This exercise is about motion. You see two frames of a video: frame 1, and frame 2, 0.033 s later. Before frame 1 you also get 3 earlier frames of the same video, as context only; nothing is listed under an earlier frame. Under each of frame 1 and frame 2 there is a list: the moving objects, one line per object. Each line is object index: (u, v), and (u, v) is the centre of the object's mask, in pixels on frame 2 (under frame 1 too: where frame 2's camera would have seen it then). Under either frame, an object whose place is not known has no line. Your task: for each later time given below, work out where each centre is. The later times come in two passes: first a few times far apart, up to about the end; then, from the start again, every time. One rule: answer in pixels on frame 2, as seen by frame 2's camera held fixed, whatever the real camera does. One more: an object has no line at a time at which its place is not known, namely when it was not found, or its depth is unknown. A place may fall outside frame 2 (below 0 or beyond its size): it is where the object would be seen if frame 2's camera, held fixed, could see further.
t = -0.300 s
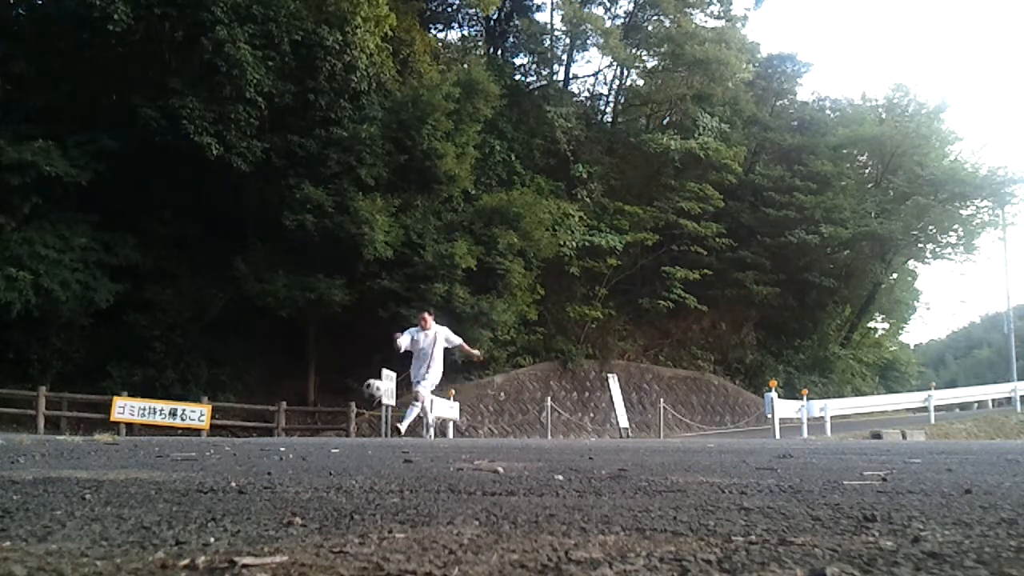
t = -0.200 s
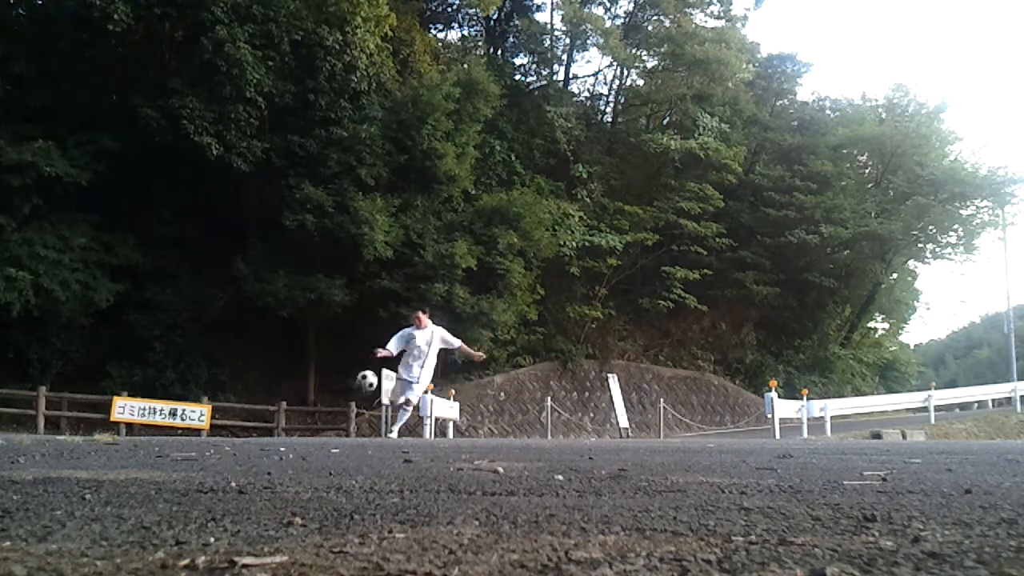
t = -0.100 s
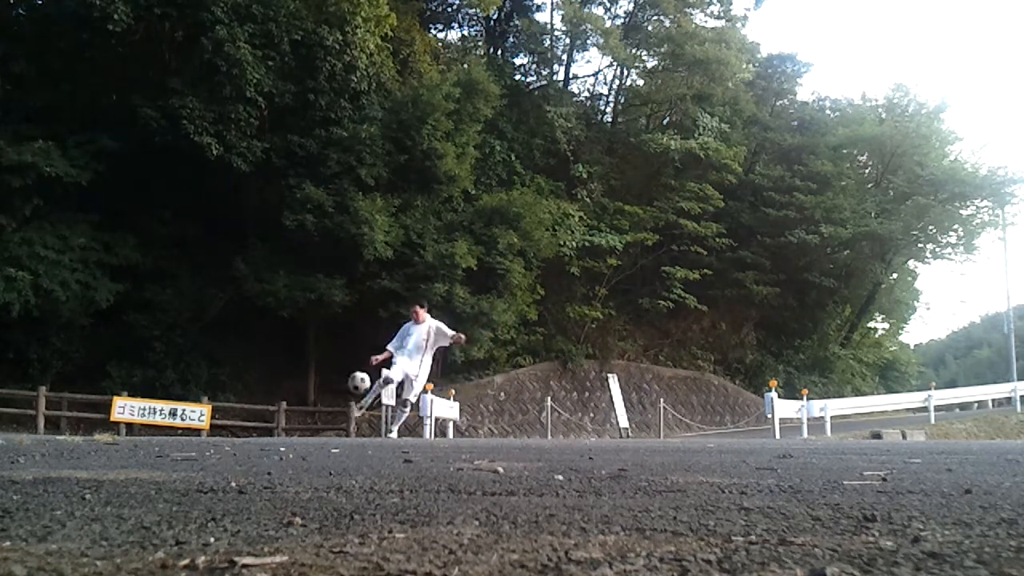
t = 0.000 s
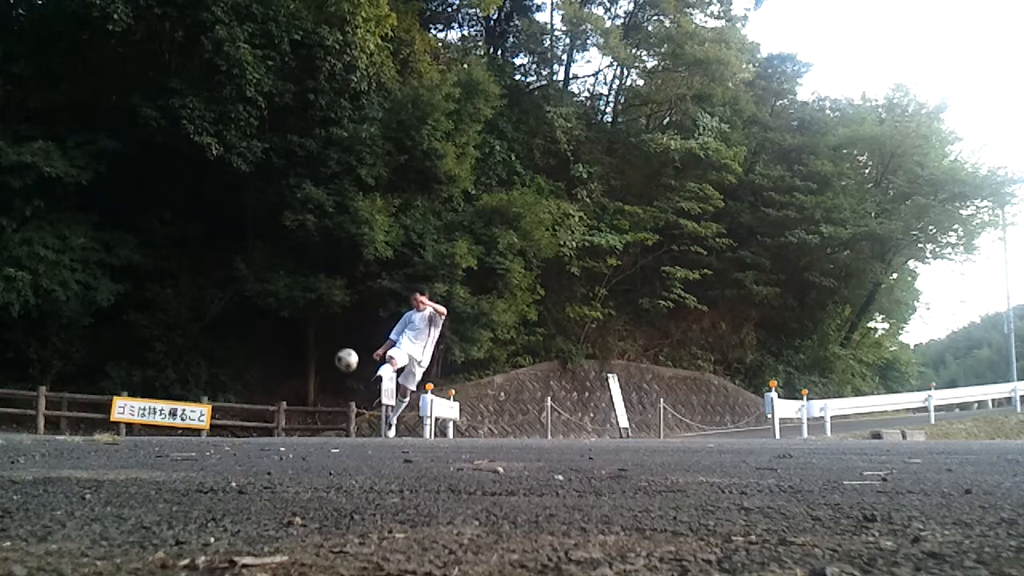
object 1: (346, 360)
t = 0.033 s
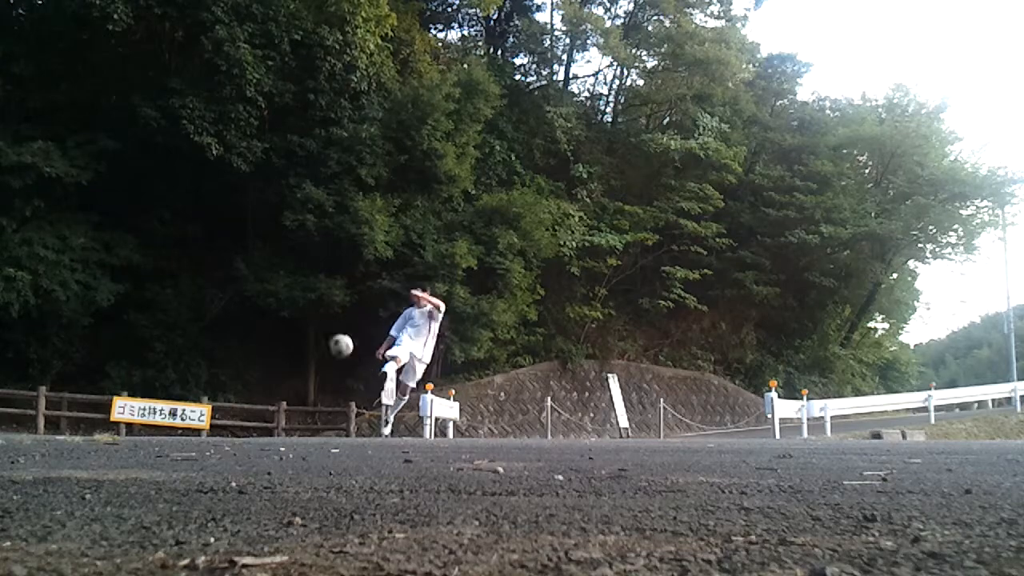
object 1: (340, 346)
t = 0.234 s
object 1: (301, 270)
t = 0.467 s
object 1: (236, 218)
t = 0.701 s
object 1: (141, 225)
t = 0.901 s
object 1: (20, 311)
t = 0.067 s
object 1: (335, 331)
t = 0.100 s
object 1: (329, 317)
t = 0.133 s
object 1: (322, 305)
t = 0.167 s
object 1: (315, 293)
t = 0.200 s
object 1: (309, 281)
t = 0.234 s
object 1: (301, 270)
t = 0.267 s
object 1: (292, 260)
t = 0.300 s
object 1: (284, 251)
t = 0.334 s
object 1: (276, 243)
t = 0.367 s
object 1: (267, 235)
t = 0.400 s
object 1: (257, 228)
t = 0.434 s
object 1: (247, 224)
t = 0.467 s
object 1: (236, 218)
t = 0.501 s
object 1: (225, 215)
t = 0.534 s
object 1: (212, 213)
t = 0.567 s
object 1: (200, 212)
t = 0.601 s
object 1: (187, 213)
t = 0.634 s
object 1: (172, 216)
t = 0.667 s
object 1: (157, 219)
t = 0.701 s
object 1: (141, 225)
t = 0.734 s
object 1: (124, 233)
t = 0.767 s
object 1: (107, 243)
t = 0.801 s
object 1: (88, 254)
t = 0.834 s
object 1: (66, 271)
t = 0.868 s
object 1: (45, 289)
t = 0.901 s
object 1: (20, 311)
